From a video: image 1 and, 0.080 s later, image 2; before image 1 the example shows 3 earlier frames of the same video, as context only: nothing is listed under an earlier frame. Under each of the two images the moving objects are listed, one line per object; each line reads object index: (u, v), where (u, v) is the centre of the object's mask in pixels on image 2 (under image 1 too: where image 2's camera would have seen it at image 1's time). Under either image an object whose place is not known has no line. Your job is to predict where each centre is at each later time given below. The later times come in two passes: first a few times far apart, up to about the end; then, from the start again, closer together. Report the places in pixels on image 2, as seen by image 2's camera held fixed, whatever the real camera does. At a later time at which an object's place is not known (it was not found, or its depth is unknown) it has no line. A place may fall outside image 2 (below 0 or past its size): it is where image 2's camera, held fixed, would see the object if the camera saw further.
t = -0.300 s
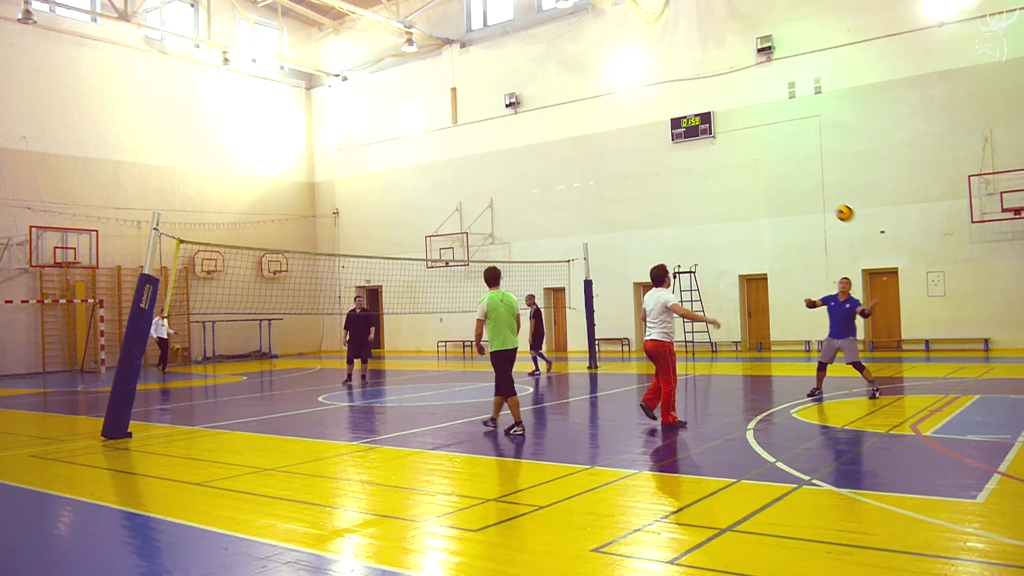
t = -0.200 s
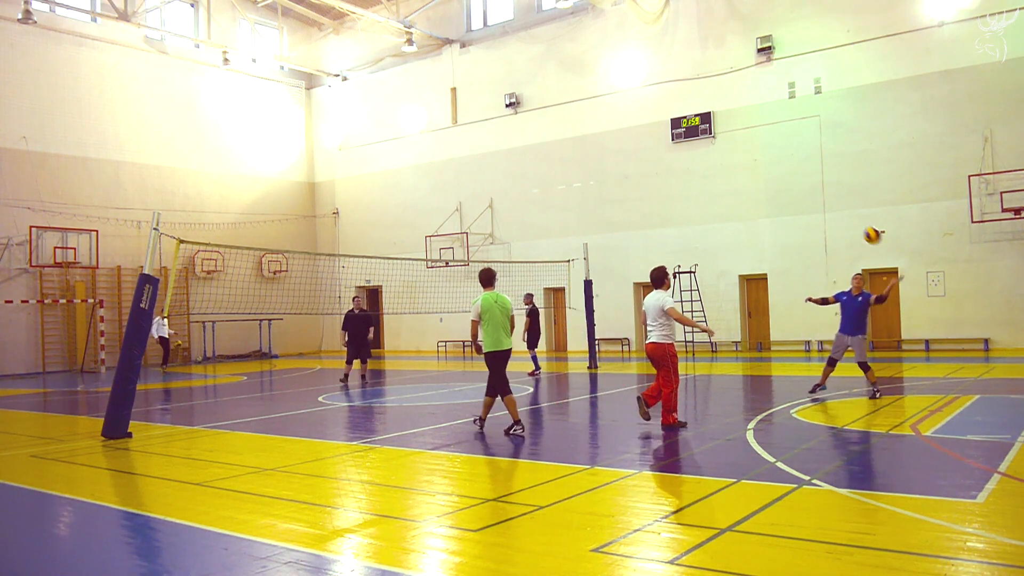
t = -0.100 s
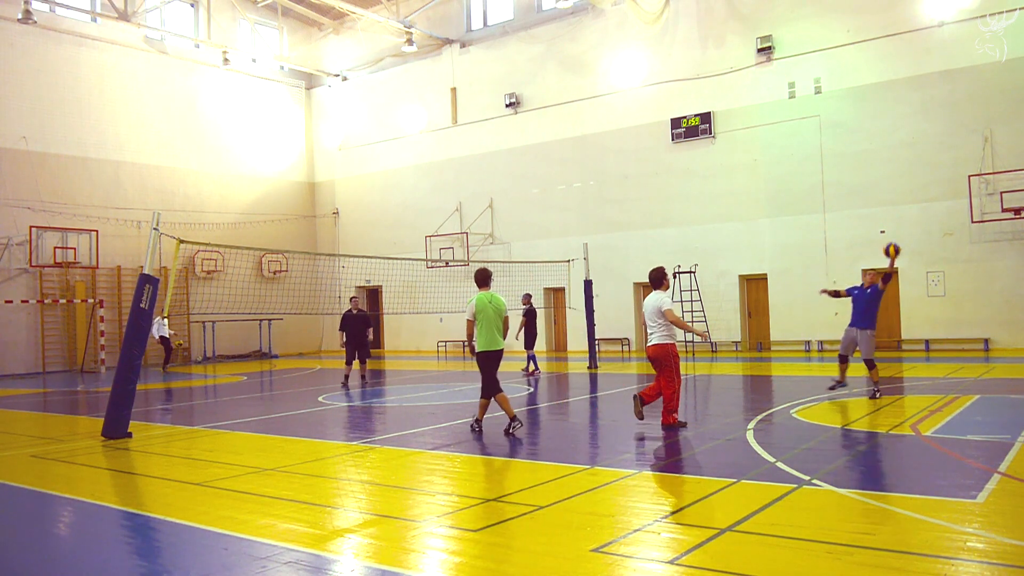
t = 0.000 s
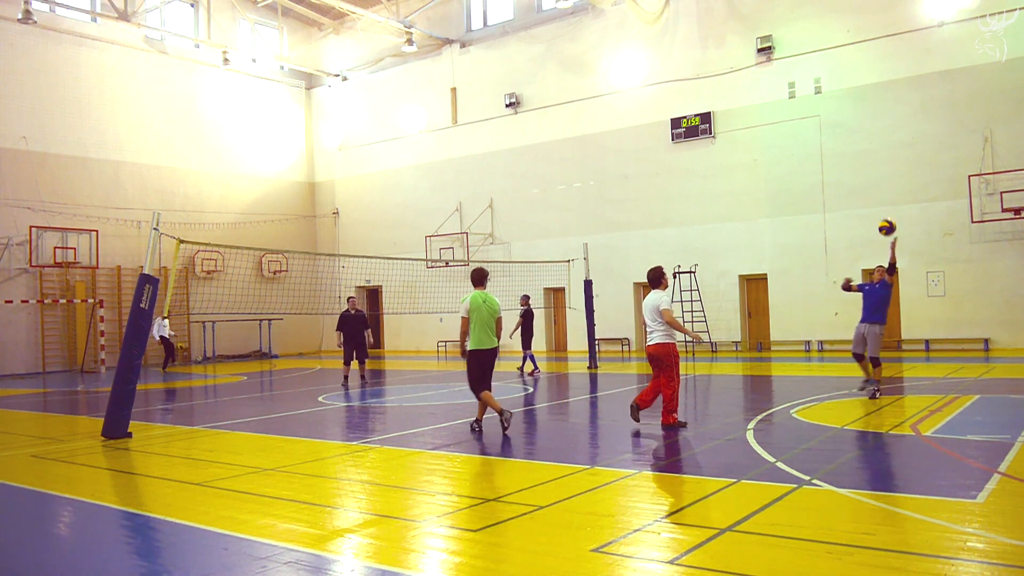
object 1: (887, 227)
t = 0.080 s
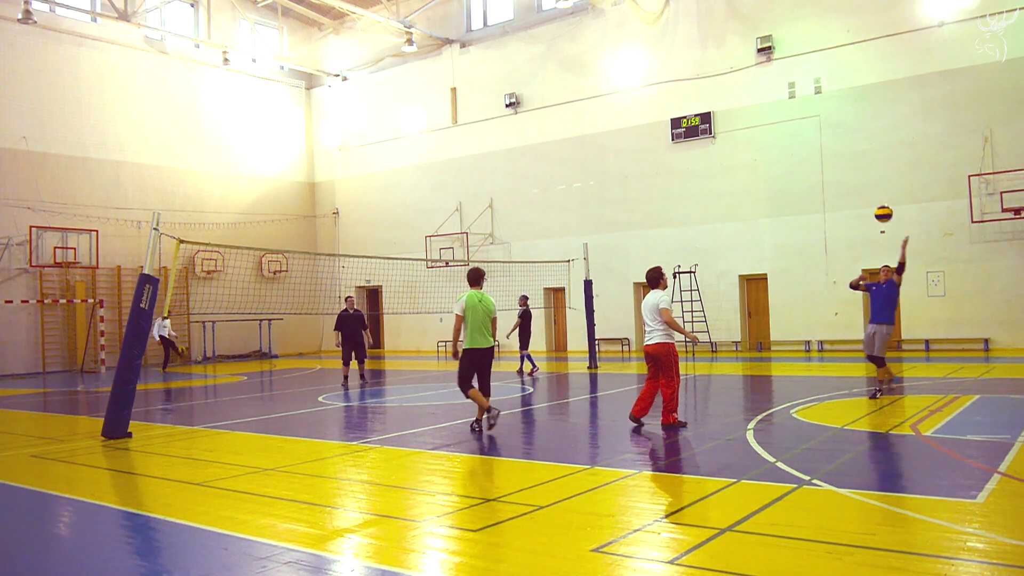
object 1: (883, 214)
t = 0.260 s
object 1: (875, 200)
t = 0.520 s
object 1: (863, 233)
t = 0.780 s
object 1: (853, 345)
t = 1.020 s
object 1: (839, 399)
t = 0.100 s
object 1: (882, 211)
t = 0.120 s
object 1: (881, 208)
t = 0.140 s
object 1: (880, 206)
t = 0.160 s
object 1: (880, 204)
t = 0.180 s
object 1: (879, 203)
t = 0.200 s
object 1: (878, 201)
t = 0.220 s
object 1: (877, 201)
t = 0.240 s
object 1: (876, 200)
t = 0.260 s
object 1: (875, 200)
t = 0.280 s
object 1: (873, 200)
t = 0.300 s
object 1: (872, 201)
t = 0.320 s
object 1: (872, 202)
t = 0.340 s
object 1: (871, 203)
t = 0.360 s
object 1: (870, 205)
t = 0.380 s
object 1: (869, 207)
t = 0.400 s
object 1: (868, 209)
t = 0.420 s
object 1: (867, 212)
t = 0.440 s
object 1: (866, 215)
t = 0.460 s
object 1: (865, 219)
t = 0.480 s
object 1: (864, 223)
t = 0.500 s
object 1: (863, 228)
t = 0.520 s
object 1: (863, 233)
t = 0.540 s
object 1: (862, 238)
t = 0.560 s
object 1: (861, 244)
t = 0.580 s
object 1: (860, 251)
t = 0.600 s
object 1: (859, 258)
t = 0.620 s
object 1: (858, 265)
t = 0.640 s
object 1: (856, 274)
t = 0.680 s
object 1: (855, 292)
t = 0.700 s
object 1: (855, 302)
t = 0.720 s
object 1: (855, 311)
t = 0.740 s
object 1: (854, 323)
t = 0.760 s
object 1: (853, 334)
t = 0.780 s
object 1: (853, 345)
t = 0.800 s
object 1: (852, 358)
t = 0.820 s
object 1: (851, 373)
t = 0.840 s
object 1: (851, 384)
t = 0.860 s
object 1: (850, 400)
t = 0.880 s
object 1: (850, 414)
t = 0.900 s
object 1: (849, 431)
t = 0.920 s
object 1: (849, 445)
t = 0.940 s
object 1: (847, 438)
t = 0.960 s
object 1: (845, 427)
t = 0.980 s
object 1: (843, 417)
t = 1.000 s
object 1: (841, 407)
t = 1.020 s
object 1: (839, 399)
